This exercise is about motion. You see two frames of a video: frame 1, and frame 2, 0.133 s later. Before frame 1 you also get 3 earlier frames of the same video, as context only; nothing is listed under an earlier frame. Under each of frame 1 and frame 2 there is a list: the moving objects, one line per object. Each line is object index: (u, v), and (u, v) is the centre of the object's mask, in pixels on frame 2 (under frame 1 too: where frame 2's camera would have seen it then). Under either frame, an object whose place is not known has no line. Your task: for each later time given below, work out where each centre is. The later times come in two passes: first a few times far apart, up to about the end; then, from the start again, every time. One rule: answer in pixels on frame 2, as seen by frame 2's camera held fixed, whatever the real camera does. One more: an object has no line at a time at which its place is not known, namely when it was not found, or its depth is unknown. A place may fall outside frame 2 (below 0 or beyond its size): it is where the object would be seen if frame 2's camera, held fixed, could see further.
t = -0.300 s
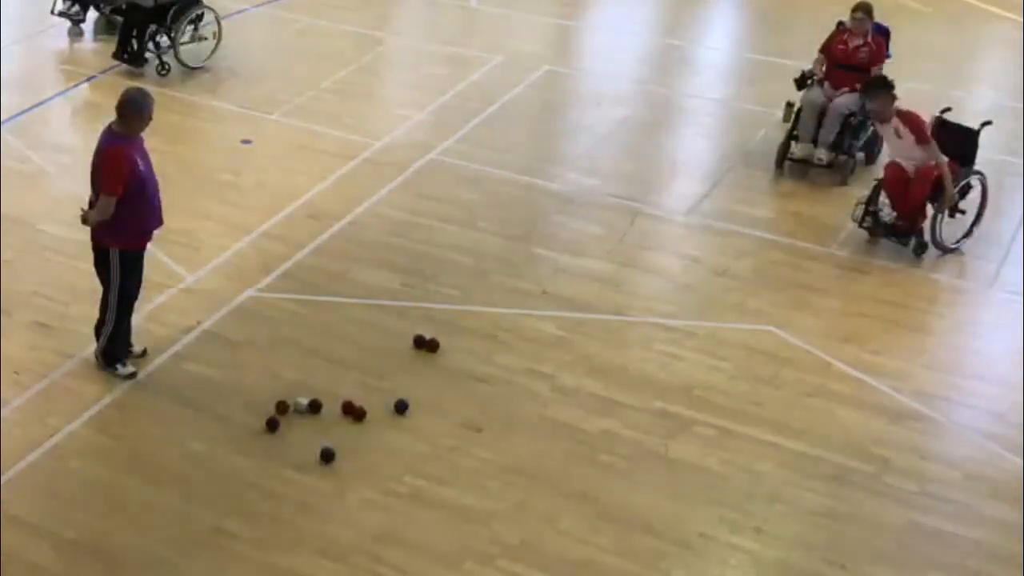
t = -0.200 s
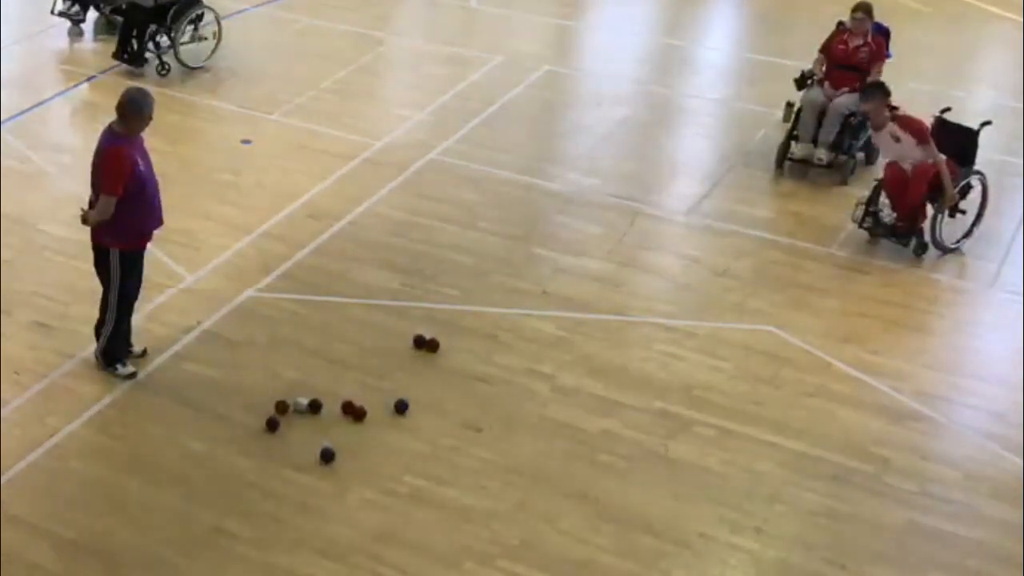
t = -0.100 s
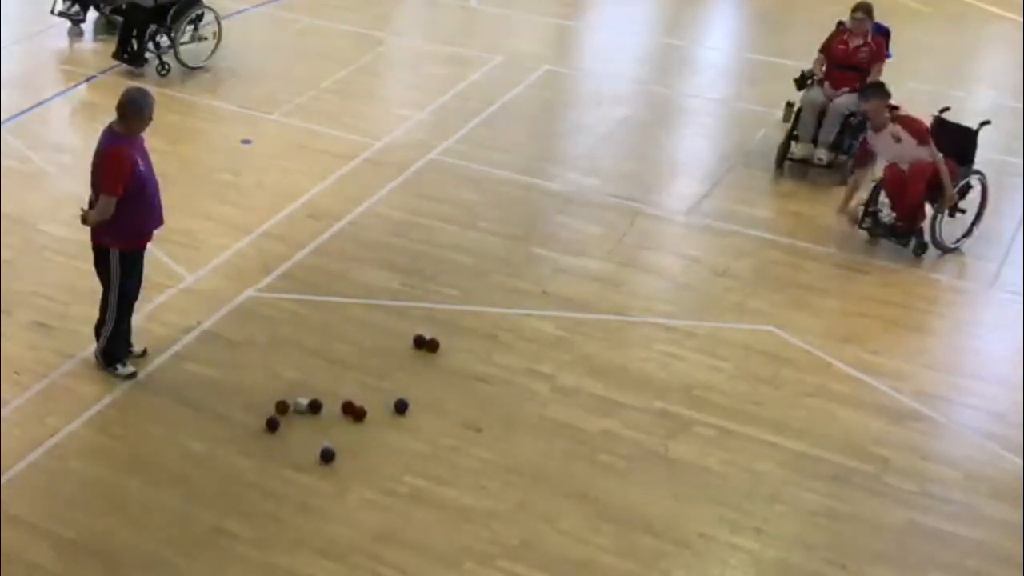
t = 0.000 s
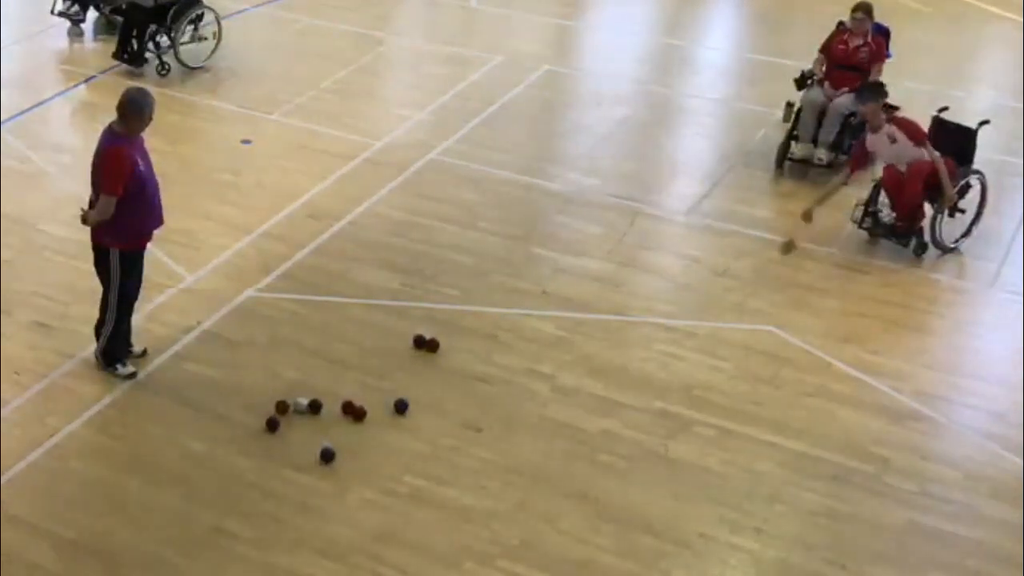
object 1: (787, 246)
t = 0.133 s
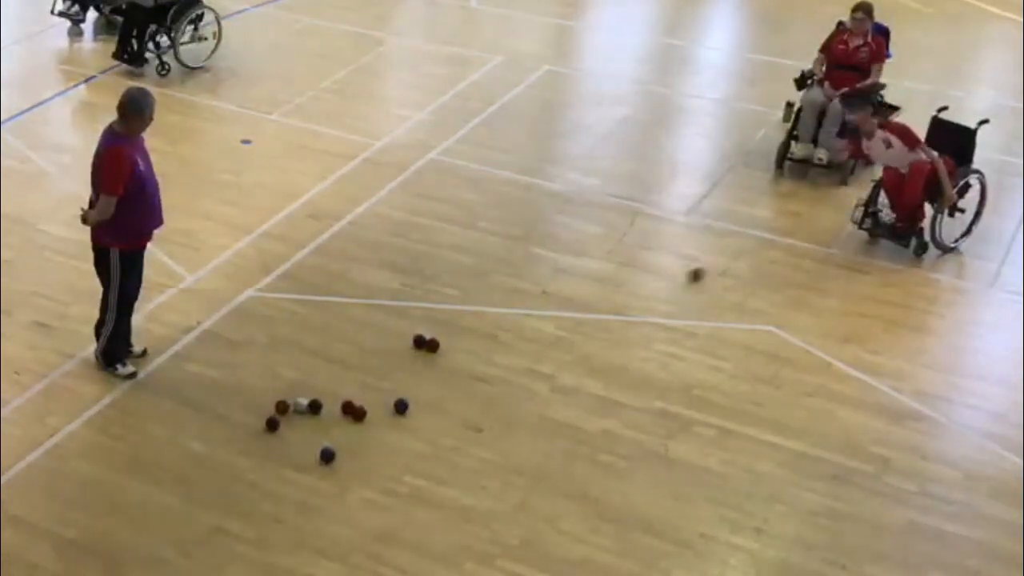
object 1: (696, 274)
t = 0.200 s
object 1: (650, 288)
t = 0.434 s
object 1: (504, 332)
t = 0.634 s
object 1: (391, 367)
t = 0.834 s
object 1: (278, 399)
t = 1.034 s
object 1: (164, 428)
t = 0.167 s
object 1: (673, 281)
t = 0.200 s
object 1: (650, 288)
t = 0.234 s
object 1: (629, 294)
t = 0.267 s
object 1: (607, 300)
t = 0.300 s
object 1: (585, 307)
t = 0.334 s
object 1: (565, 314)
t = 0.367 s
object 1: (544, 320)
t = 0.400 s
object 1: (524, 326)
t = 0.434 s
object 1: (504, 332)
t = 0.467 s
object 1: (485, 338)
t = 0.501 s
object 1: (467, 344)
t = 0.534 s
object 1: (447, 348)
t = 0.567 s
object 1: (430, 352)
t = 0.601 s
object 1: (410, 361)
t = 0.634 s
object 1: (391, 367)
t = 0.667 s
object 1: (373, 373)
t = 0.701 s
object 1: (355, 378)
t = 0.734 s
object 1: (336, 383)
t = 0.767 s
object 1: (316, 388)
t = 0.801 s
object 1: (298, 392)
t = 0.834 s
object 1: (278, 399)
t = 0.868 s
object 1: (259, 405)
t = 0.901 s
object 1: (241, 409)
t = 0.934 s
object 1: (222, 414)
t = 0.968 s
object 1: (202, 418)
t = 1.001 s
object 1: (184, 423)
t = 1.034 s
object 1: (164, 428)
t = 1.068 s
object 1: (145, 432)
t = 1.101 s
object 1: (126, 437)
